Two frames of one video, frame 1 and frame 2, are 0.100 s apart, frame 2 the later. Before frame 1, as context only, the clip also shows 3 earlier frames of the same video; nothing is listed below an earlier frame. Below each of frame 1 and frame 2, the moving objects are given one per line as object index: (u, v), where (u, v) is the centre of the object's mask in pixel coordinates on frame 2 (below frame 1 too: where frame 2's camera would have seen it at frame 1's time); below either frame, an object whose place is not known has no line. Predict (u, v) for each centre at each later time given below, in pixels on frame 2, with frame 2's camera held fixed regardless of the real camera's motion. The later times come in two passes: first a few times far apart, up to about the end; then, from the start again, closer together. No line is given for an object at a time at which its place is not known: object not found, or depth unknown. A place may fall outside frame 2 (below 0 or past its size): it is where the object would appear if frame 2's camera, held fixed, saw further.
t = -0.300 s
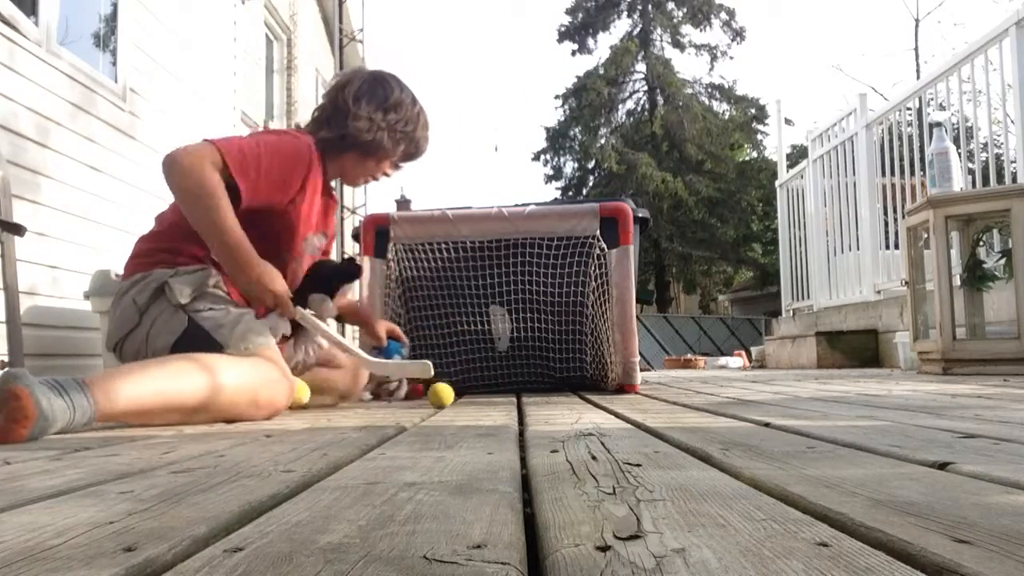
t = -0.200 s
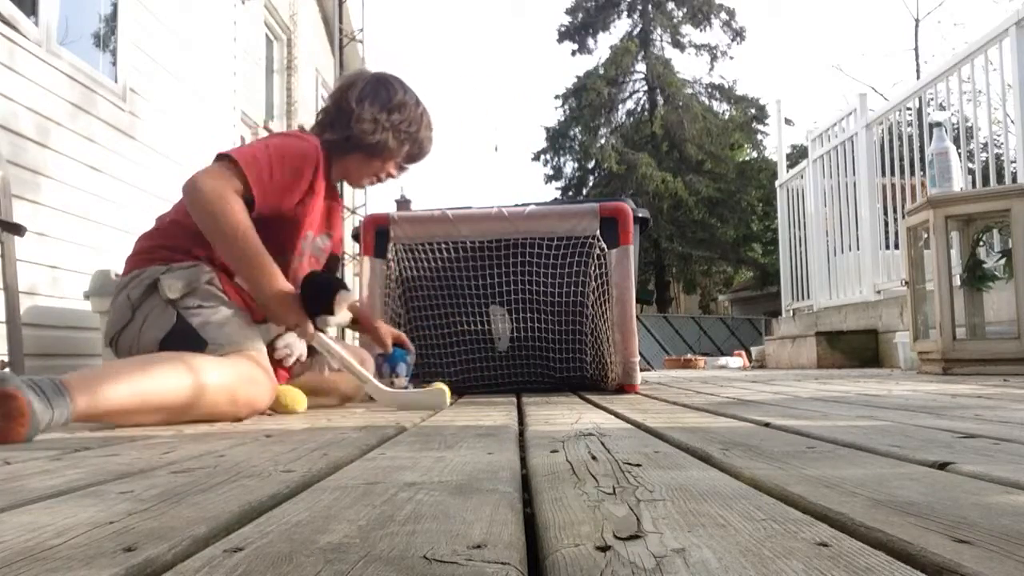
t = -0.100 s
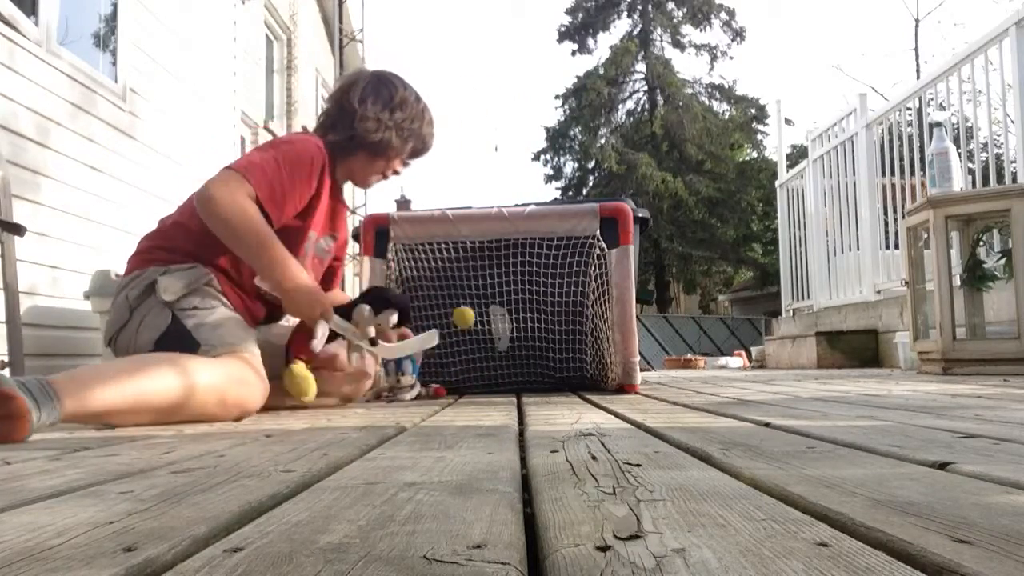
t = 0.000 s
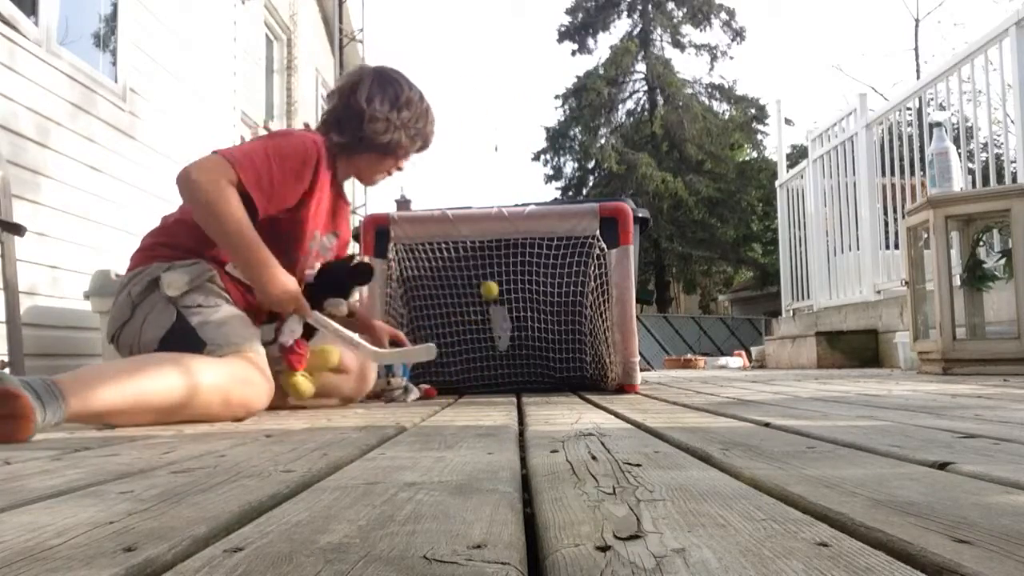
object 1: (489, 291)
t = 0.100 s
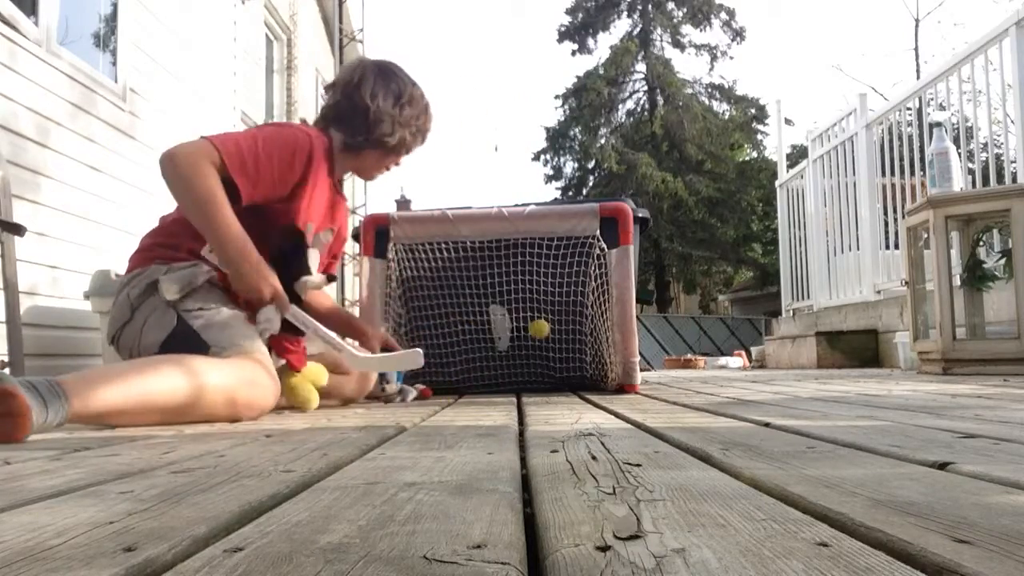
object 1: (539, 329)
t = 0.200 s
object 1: (592, 377)
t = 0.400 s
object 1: (707, 380)
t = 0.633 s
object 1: (851, 384)
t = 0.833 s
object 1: (985, 385)
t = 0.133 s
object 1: (556, 351)
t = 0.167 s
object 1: (574, 379)
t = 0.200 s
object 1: (592, 377)
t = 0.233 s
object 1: (611, 367)
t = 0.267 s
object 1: (631, 362)
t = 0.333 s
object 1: (668, 369)
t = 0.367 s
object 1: (688, 379)
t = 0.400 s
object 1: (707, 380)
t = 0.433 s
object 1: (726, 374)
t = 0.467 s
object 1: (746, 372)
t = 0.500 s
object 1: (766, 377)
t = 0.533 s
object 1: (787, 385)
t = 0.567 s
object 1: (807, 380)
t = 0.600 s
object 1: (829, 381)
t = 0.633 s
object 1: (851, 384)
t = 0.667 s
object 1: (872, 382)
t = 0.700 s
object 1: (895, 384)
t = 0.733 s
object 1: (917, 382)
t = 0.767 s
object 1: (939, 382)
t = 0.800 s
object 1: (961, 385)
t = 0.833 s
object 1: (985, 385)
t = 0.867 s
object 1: (1006, 381)
